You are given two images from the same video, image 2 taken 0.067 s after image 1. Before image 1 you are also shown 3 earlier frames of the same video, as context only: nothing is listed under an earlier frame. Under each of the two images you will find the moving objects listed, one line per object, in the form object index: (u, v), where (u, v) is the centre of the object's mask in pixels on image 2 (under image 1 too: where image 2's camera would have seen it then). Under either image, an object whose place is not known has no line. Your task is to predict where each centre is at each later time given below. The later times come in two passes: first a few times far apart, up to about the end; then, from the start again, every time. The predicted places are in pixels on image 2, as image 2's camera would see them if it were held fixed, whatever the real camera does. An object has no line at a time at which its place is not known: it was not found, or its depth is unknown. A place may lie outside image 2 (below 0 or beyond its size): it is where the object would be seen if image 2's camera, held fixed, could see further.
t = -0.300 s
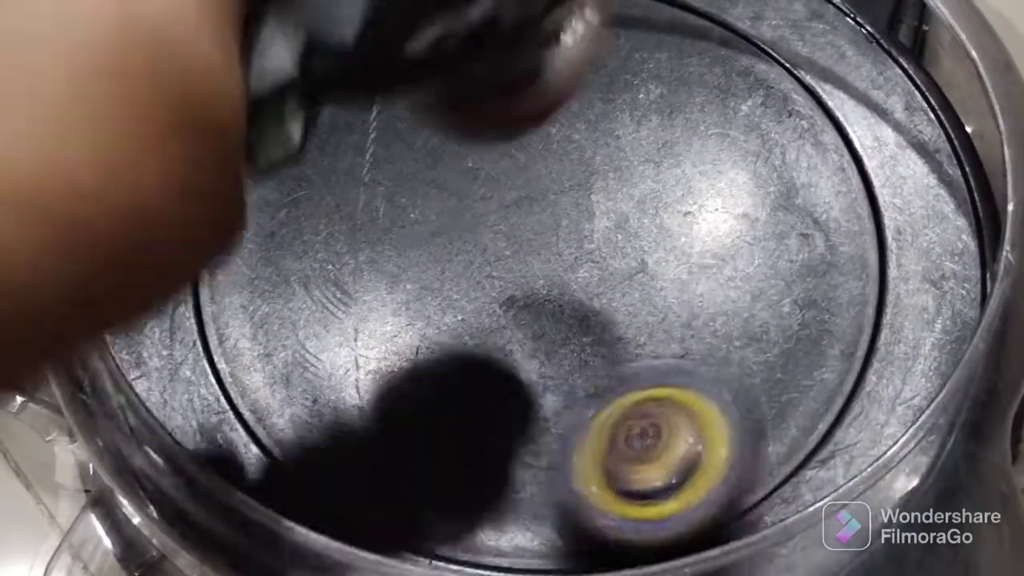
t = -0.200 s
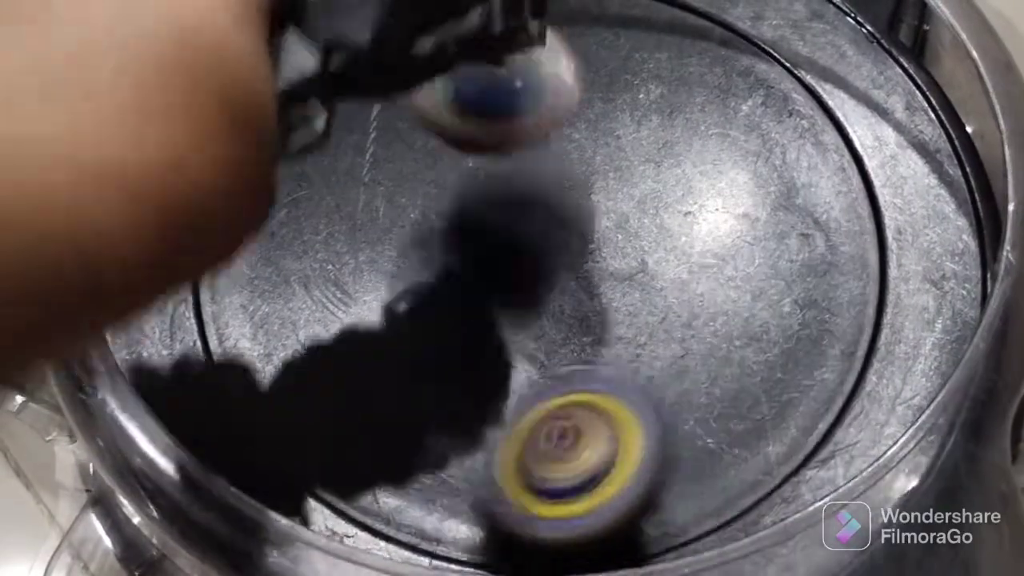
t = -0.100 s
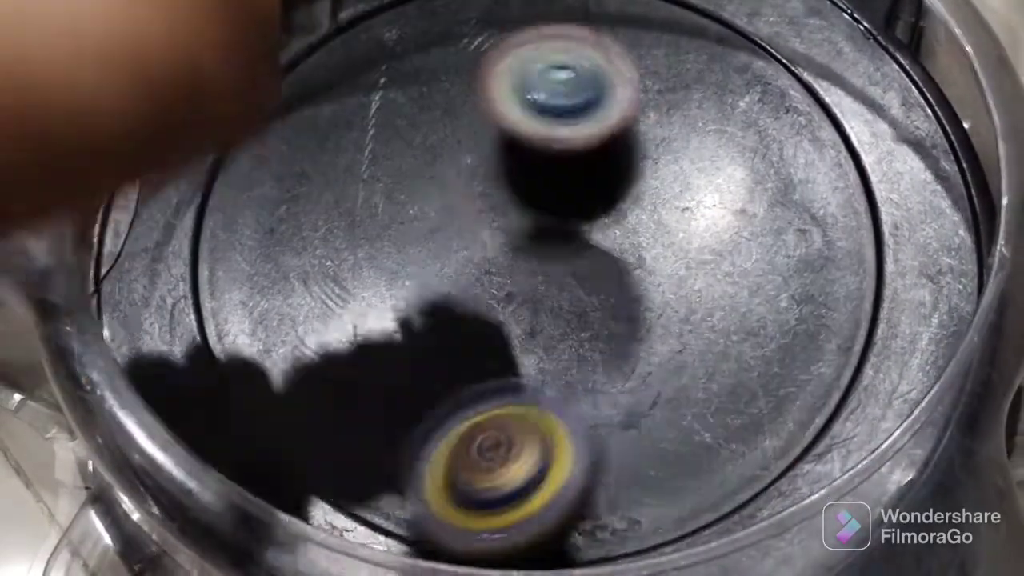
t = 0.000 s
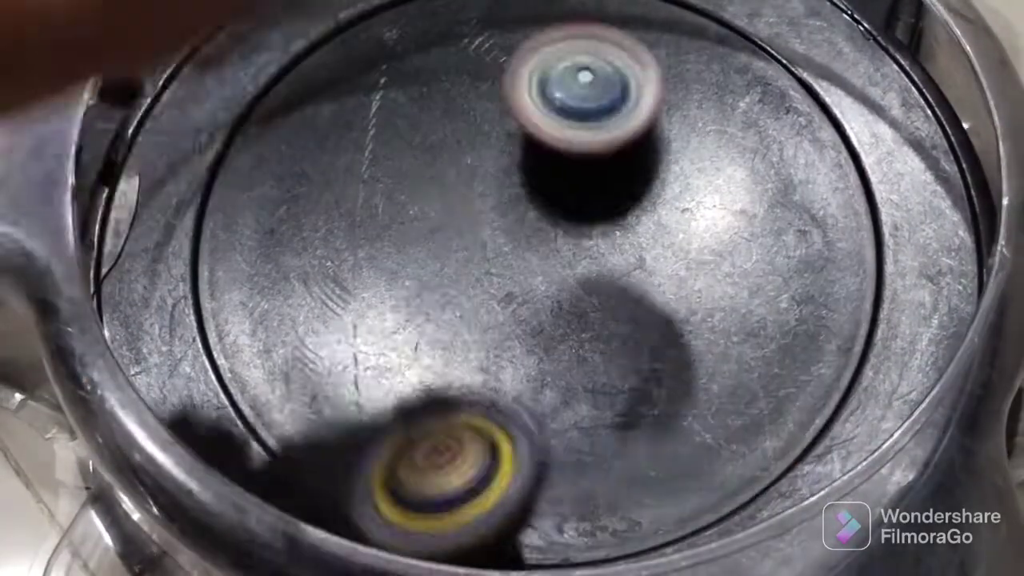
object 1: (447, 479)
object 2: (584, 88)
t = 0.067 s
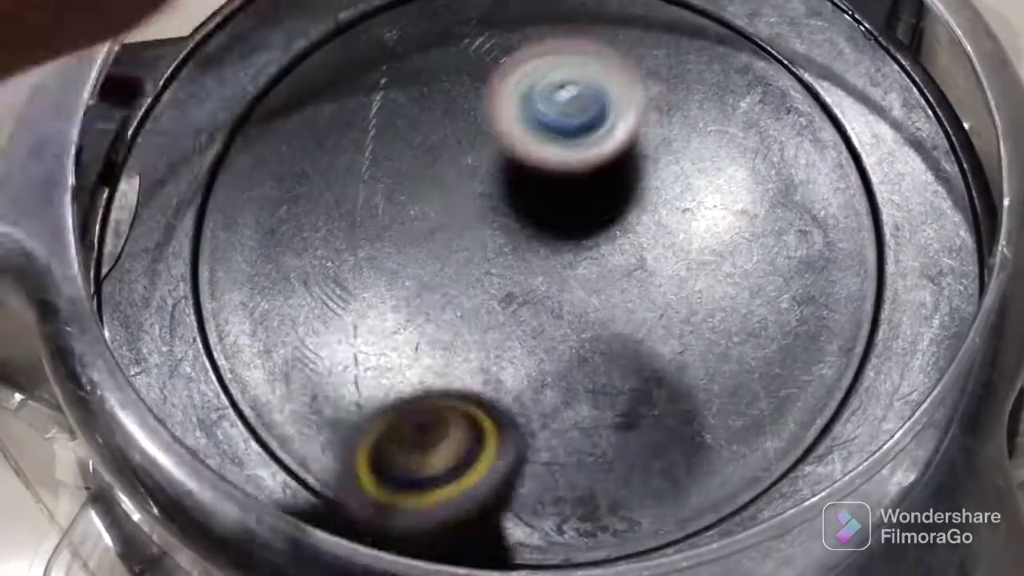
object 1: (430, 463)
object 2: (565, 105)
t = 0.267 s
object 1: (388, 395)
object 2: (404, 197)
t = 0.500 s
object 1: (300, 443)
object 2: (526, 282)
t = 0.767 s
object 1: (300, 366)
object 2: (623, 130)
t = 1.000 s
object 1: (335, 213)
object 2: (472, 129)
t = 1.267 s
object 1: (263, 261)
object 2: (536, 277)
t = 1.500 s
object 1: (479, 237)
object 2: (687, 247)
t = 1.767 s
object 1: (335, 54)
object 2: (648, 61)
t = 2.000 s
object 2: (428, 219)
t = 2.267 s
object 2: (729, 432)
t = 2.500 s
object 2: (832, 231)
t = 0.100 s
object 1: (421, 461)
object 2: (547, 114)
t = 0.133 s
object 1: (414, 449)
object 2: (523, 125)
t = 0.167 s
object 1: (408, 436)
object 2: (496, 136)
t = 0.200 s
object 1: (398, 427)
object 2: (463, 151)
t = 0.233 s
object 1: (391, 414)
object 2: (429, 171)
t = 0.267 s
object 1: (388, 395)
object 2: (404, 197)
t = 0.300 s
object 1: (383, 380)
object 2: (388, 229)
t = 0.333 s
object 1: (363, 385)
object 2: (395, 237)
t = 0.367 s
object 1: (340, 407)
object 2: (417, 239)
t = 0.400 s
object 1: (323, 429)
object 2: (445, 246)
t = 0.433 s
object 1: (310, 435)
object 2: (470, 256)
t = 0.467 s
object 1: (304, 440)
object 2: (496, 271)
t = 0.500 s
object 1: (300, 443)
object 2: (526, 282)
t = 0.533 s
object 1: (291, 442)
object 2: (555, 282)
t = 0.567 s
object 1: (285, 441)
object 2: (586, 276)
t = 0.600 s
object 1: (274, 441)
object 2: (609, 263)
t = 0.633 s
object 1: (270, 436)
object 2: (628, 242)
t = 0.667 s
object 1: (271, 423)
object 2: (644, 214)
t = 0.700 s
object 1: (270, 407)
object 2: (645, 182)
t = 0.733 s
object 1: (277, 395)
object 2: (641, 155)
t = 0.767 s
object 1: (300, 366)
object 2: (623, 130)
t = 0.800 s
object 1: (315, 349)
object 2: (598, 112)
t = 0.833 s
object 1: (341, 326)
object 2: (567, 100)
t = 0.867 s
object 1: (363, 300)
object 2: (534, 99)
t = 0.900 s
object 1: (379, 268)
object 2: (498, 106)
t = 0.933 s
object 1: (388, 232)
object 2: (470, 119)
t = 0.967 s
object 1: (361, 213)
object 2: (469, 121)
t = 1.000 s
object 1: (335, 213)
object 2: (472, 129)
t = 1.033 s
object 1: (313, 217)
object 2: (475, 141)
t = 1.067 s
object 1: (291, 208)
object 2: (476, 159)
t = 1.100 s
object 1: (278, 216)
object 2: (476, 180)
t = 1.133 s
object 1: (268, 219)
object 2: (478, 204)
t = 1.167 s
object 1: (263, 226)
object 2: (485, 227)
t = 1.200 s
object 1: (258, 235)
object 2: (496, 247)
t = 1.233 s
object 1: (259, 247)
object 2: (515, 265)
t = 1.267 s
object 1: (263, 261)
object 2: (536, 277)
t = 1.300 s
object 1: (273, 281)
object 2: (559, 285)
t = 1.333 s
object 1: (306, 300)
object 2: (579, 286)
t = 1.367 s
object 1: (347, 308)
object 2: (598, 286)
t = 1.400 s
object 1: (397, 306)
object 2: (617, 280)
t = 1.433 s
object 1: (442, 291)
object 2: (632, 274)
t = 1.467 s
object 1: (480, 269)
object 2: (647, 263)
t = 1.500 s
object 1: (479, 237)
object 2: (687, 247)
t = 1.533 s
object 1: (467, 207)
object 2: (728, 224)
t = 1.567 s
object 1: (453, 177)
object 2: (755, 198)
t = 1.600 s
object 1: (439, 152)
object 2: (764, 171)
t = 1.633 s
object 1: (423, 129)
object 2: (758, 143)
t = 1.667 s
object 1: (402, 107)
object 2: (741, 114)
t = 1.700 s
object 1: (382, 87)
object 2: (717, 92)
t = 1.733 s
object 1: (361, 69)
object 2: (685, 72)
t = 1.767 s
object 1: (335, 54)
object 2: (648, 61)
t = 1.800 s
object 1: (312, 47)
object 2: (607, 57)
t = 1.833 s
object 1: (288, 46)
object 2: (563, 62)
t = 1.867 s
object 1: (281, 49)
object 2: (521, 74)
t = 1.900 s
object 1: (277, 61)
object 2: (481, 95)
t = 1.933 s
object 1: (280, 72)
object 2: (445, 126)
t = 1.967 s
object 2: (424, 164)
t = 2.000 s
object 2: (428, 219)
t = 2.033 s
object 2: (444, 276)
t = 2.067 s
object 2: (476, 331)
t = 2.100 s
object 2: (513, 377)
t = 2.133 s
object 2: (560, 408)
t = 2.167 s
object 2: (602, 430)
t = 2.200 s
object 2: (646, 443)
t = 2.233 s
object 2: (689, 442)
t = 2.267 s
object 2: (729, 432)
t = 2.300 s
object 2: (762, 418)
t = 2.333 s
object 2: (792, 394)
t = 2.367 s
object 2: (820, 366)
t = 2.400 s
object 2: (836, 336)
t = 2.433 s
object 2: (844, 300)
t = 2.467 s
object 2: (844, 267)
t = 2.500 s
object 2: (832, 231)
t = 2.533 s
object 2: (813, 193)
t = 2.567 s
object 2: (783, 154)
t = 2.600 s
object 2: (750, 123)
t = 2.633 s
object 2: (715, 102)
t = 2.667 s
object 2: (678, 141)
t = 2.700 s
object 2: (638, 214)
